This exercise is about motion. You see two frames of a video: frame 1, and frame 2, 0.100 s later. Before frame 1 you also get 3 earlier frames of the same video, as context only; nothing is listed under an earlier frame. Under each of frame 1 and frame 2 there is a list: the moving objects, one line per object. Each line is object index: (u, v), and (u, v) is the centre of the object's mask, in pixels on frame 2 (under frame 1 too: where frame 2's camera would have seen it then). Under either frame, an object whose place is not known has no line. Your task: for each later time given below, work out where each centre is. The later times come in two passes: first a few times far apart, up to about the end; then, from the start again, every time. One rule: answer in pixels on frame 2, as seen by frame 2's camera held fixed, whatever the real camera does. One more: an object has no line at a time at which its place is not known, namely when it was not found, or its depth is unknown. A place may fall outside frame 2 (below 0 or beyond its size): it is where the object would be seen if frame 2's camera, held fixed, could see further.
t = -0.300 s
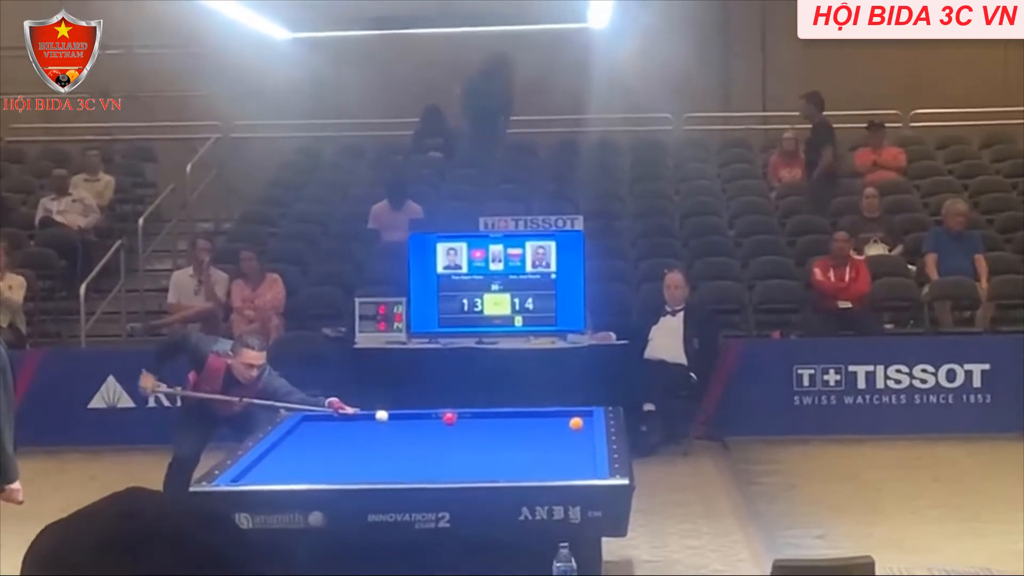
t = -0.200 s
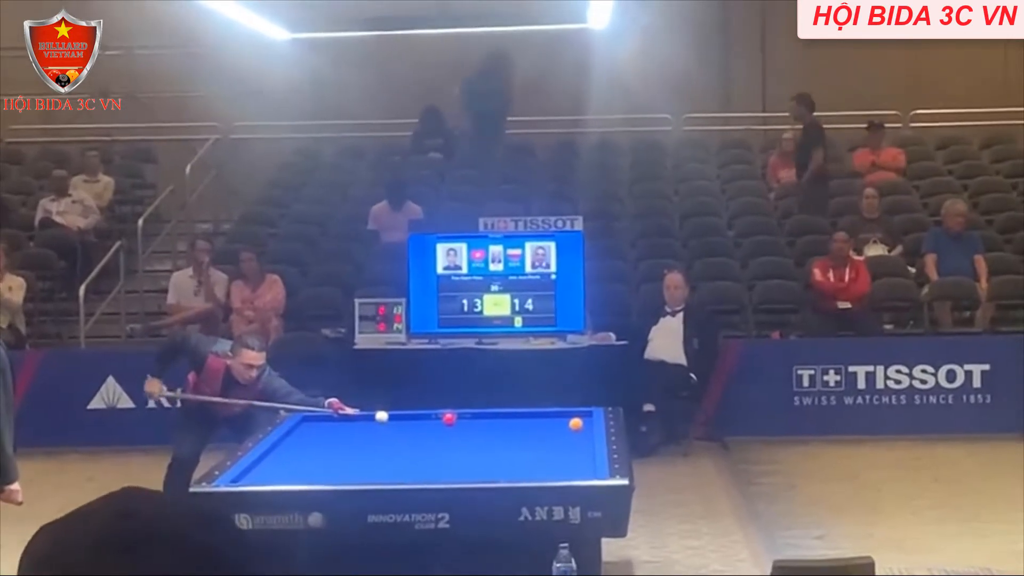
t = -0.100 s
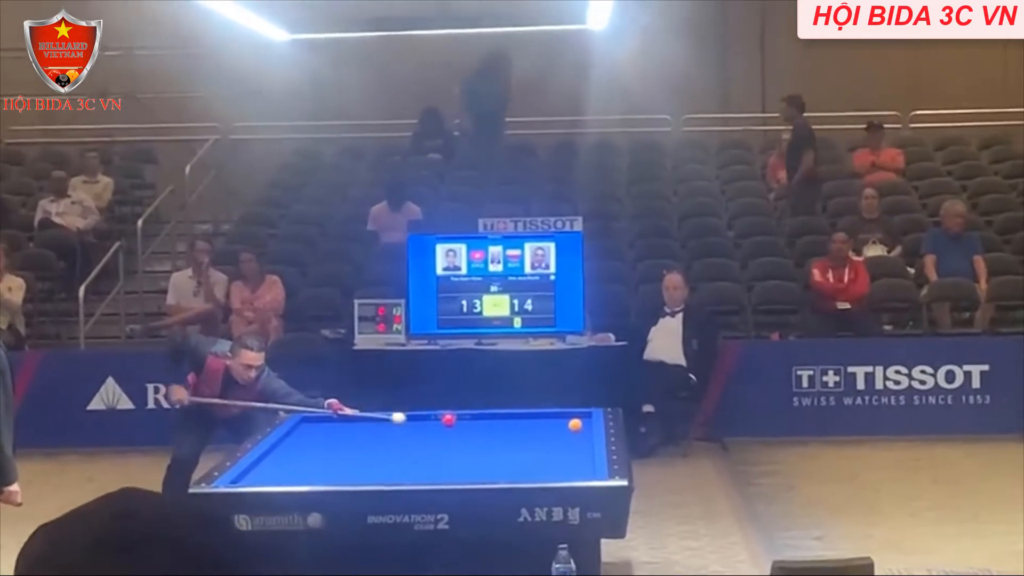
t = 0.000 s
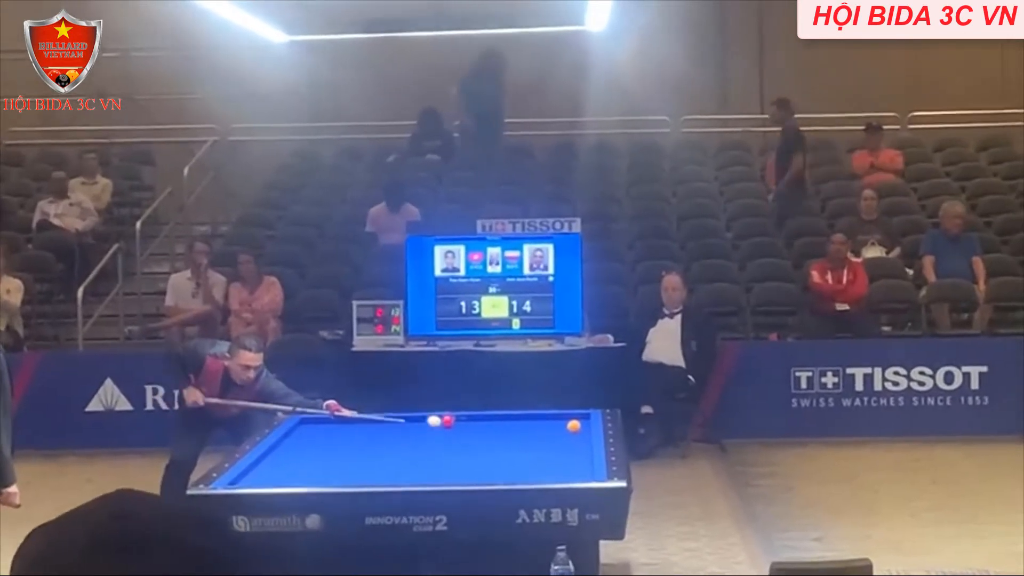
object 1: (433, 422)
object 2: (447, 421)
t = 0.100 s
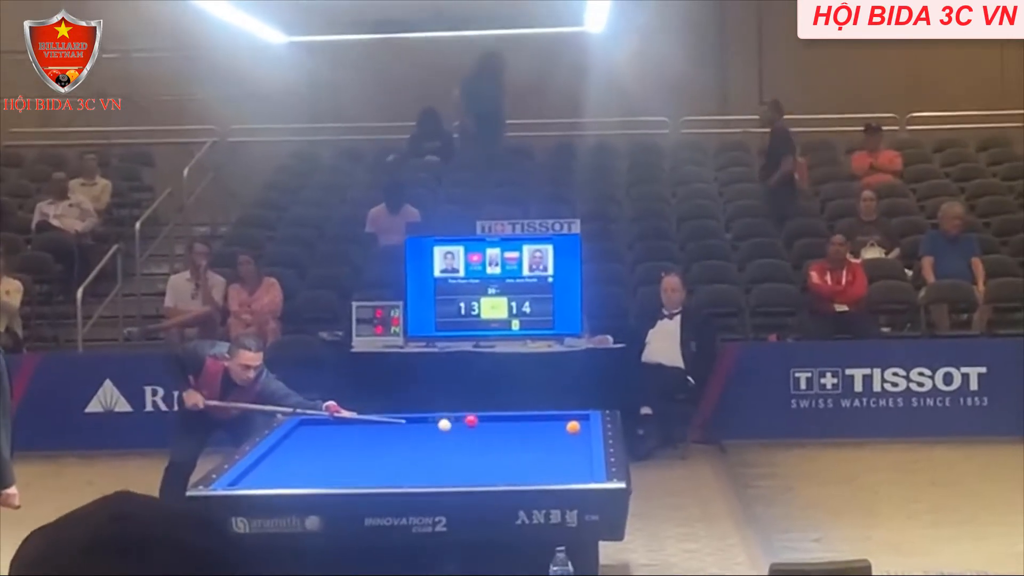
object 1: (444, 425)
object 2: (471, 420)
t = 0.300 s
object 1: (475, 431)
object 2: (510, 419)
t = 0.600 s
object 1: (523, 441)
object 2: (561, 416)
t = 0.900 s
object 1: (578, 451)
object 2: (566, 416)
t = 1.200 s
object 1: (555, 462)
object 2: (540, 415)
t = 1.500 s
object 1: (521, 473)
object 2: (517, 415)
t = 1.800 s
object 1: (478, 478)
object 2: (494, 417)
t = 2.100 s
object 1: (430, 471)
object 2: (473, 417)
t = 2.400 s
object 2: (453, 417)
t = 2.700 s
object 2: (433, 419)
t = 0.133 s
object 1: (449, 426)
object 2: (478, 420)
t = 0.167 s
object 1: (453, 427)
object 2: (486, 420)
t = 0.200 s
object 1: (458, 428)
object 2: (492, 419)
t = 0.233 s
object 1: (464, 429)
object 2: (499, 419)
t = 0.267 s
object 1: (469, 430)
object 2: (504, 419)
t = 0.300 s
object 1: (475, 431)
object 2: (510, 419)
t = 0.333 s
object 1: (479, 432)
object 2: (516, 419)
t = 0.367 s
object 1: (484, 433)
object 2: (522, 419)
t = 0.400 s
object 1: (490, 434)
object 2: (527, 418)
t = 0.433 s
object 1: (495, 435)
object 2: (533, 418)
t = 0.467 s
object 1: (501, 436)
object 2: (538, 417)
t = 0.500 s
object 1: (507, 437)
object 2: (544, 417)
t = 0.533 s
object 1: (512, 438)
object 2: (550, 417)
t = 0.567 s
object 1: (518, 439)
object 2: (555, 417)
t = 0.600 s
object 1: (523, 441)
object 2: (561, 416)
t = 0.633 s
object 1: (529, 441)
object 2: (566, 416)
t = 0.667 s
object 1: (535, 442)
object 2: (572, 416)
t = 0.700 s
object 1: (541, 443)
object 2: (577, 416)
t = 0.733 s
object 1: (547, 445)
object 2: (582, 416)
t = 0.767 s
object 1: (553, 446)
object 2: (580, 415)
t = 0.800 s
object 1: (559, 447)
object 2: (576, 415)
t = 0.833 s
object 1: (565, 448)
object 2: (573, 416)
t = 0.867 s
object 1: (572, 449)
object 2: (570, 416)
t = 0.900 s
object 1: (578, 451)
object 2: (566, 416)
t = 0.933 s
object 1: (585, 451)
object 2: (563, 416)
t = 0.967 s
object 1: (583, 452)
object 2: (561, 415)
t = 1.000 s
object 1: (578, 454)
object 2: (557, 415)
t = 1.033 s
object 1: (574, 455)
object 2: (555, 416)
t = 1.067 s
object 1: (570, 457)
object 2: (551, 415)
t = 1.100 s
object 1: (566, 458)
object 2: (549, 415)
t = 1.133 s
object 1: (562, 460)
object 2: (545, 415)
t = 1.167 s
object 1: (559, 461)
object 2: (541, 415)
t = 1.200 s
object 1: (555, 462)
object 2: (540, 415)
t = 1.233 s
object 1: (552, 463)
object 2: (537, 415)
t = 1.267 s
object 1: (548, 464)
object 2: (534, 415)
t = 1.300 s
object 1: (544, 466)
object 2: (532, 415)
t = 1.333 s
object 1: (540, 467)
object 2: (530, 415)
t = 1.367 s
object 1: (537, 468)
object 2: (527, 416)
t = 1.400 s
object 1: (533, 470)
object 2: (524, 416)
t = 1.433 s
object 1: (529, 471)
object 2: (521, 416)
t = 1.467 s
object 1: (525, 472)
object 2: (519, 416)
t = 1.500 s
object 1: (521, 473)
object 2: (517, 415)
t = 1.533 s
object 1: (517, 474)
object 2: (514, 416)
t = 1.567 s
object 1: (513, 475)
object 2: (511, 416)
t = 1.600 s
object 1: (509, 477)
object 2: (509, 416)
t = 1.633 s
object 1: (506, 478)
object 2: (506, 416)
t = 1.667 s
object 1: (501, 480)
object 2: (504, 416)
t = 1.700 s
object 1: (496, 480)
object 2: (502, 416)
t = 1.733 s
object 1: (490, 479)
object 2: (499, 416)
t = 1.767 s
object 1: (484, 479)
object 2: (497, 417)
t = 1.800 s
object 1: (478, 478)
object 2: (494, 417)
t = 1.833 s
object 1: (473, 476)
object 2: (491, 417)
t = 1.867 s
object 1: (467, 475)
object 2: (489, 417)
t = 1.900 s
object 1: (461, 475)
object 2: (487, 417)
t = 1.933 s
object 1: (456, 474)
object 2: (484, 417)
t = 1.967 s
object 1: (451, 474)
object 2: (482, 417)
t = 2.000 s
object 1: (446, 473)
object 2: (480, 417)
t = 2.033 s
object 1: (440, 472)
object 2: (477, 417)
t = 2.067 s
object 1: (435, 472)
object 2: (475, 417)
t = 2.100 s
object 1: (430, 471)
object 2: (473, 417)
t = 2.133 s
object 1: (425, 470)
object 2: (470, 418)
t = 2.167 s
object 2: (468, 418)
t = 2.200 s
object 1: (414, 470)
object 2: (466, 417)
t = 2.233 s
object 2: (463, 418)
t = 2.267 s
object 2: (461, 418)
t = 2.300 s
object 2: (459, 418)
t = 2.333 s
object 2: (457, 418)
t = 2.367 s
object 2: (454, 418)
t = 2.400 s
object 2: (453, 417)
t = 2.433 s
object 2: (450, 418)
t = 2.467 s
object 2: (448, 418)
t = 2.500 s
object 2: (446, 418)
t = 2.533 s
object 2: (443, 418)
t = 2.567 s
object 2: (442, 418)
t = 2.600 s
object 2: (440, 418)
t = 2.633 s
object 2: (437, 418)
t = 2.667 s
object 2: (436, 418)
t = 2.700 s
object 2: (433, 419)
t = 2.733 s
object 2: (430, 419)
